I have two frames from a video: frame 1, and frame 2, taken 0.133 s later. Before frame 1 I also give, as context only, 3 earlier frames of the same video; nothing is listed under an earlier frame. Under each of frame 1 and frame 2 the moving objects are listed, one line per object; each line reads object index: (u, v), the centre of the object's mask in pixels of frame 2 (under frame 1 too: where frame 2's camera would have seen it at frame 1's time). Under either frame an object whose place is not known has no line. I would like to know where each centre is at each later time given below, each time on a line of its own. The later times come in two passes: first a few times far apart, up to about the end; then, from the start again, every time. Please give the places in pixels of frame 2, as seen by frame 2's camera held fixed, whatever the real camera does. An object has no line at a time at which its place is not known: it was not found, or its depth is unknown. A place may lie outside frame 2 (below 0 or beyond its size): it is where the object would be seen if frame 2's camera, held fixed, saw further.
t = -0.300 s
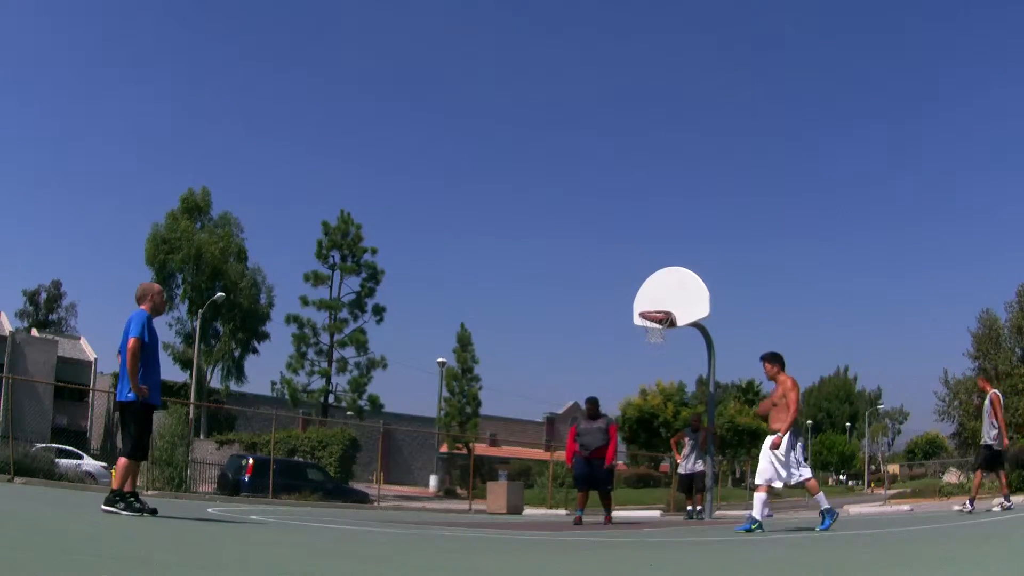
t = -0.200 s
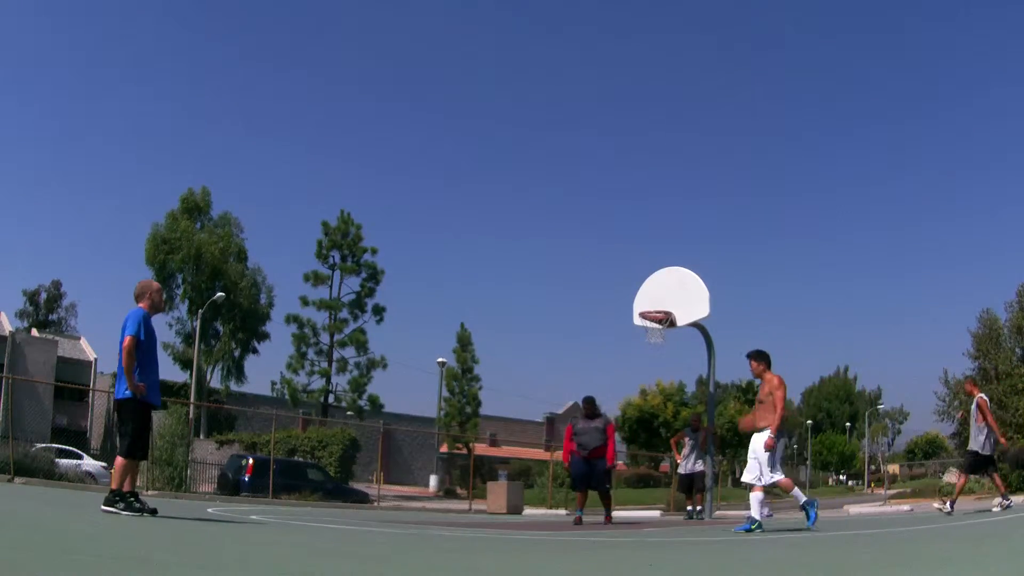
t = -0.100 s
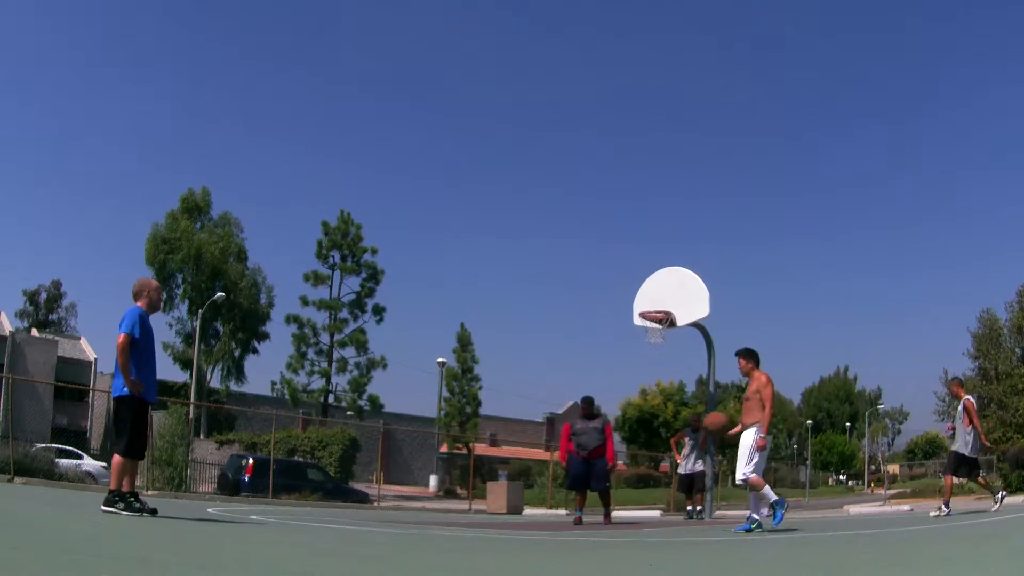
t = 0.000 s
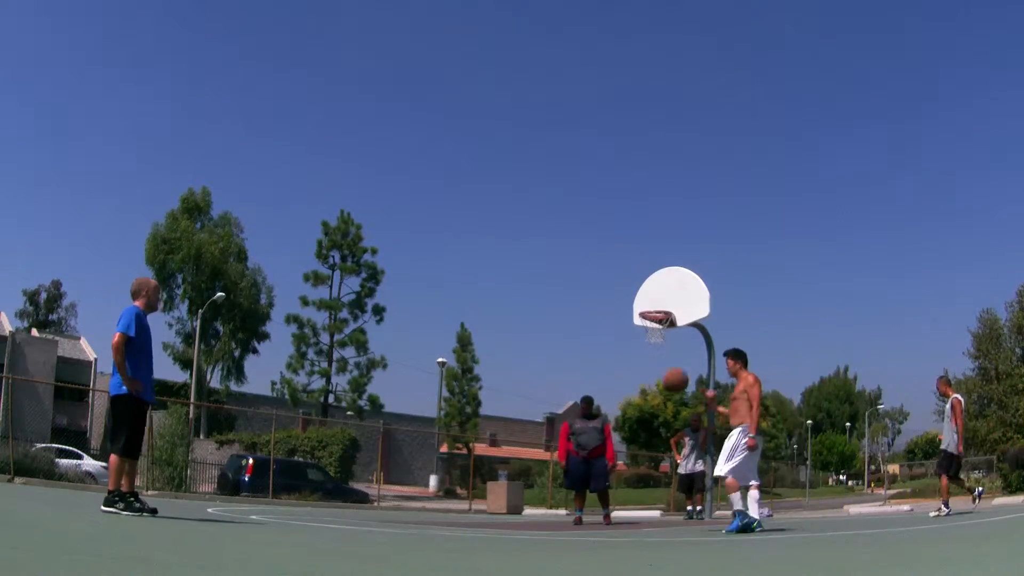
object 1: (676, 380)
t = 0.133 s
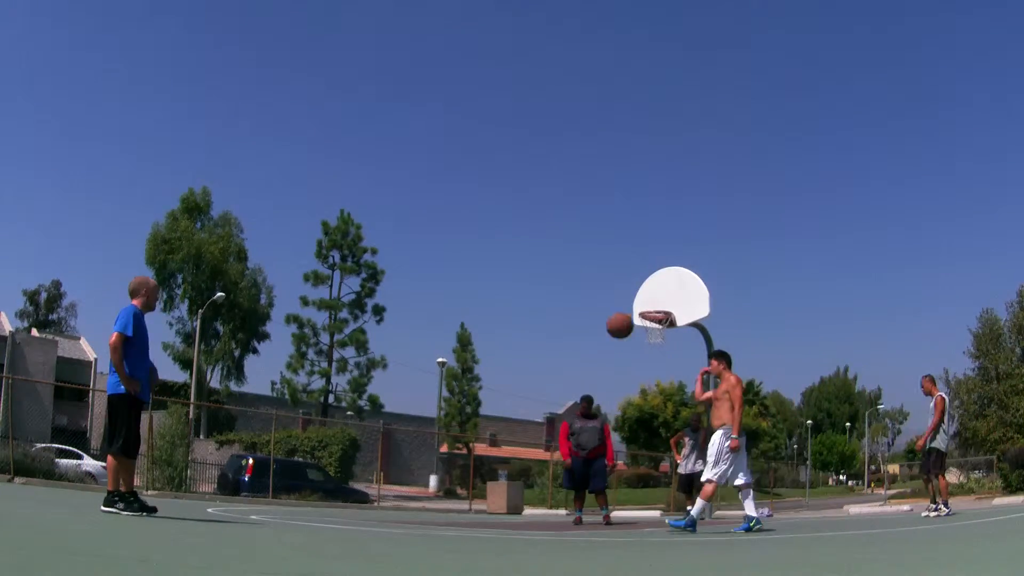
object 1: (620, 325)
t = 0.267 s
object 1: (561, 285)
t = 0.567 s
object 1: (411, 264)
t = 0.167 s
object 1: (606, 314)
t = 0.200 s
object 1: (591, 303)
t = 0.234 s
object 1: (576, 294)
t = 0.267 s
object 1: (561, 285)
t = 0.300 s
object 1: (545, 279)
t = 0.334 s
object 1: (529, 273)
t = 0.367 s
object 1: (513, 267)
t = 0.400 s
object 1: (496, 264)
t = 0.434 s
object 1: (480, 261)
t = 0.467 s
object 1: (463, 260)
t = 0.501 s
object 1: (446, 260)
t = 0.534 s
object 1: (428, 261)
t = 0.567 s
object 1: (411, 264)
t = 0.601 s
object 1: (392, 268)
